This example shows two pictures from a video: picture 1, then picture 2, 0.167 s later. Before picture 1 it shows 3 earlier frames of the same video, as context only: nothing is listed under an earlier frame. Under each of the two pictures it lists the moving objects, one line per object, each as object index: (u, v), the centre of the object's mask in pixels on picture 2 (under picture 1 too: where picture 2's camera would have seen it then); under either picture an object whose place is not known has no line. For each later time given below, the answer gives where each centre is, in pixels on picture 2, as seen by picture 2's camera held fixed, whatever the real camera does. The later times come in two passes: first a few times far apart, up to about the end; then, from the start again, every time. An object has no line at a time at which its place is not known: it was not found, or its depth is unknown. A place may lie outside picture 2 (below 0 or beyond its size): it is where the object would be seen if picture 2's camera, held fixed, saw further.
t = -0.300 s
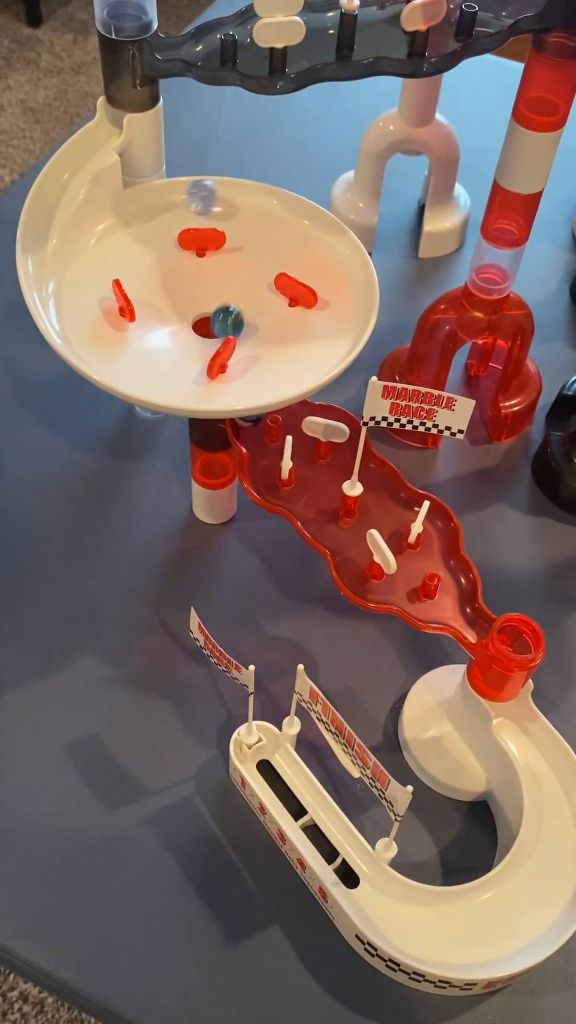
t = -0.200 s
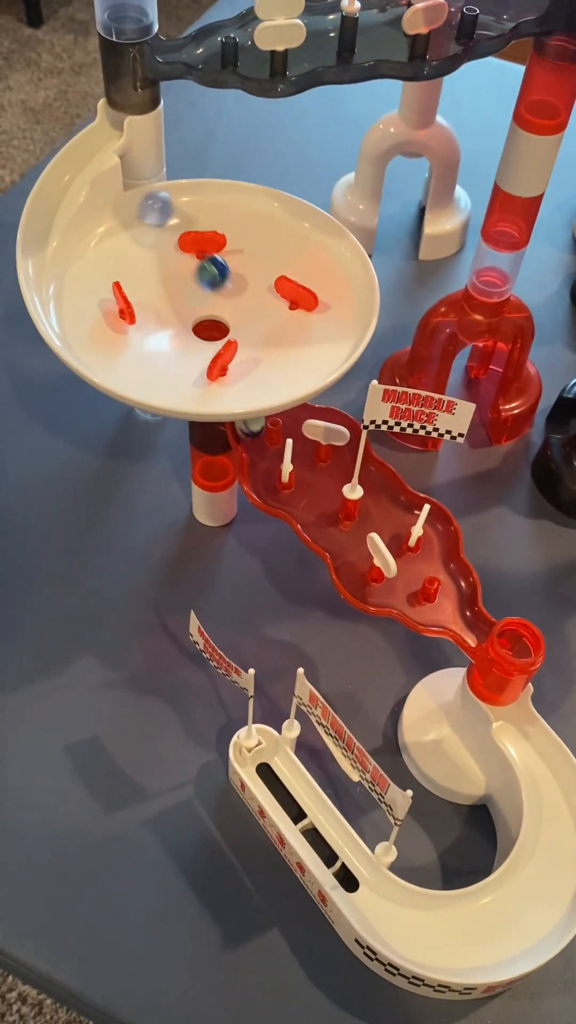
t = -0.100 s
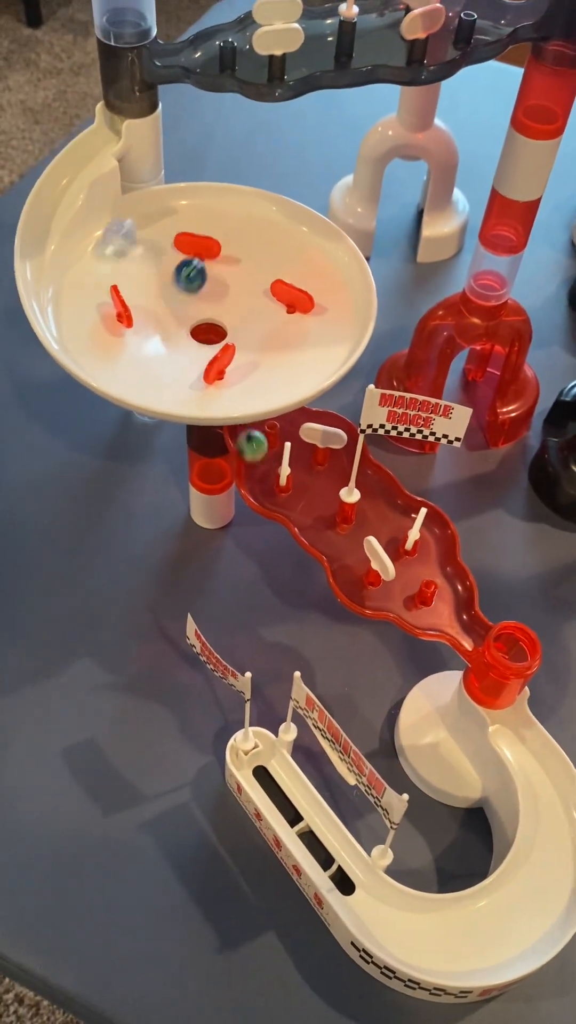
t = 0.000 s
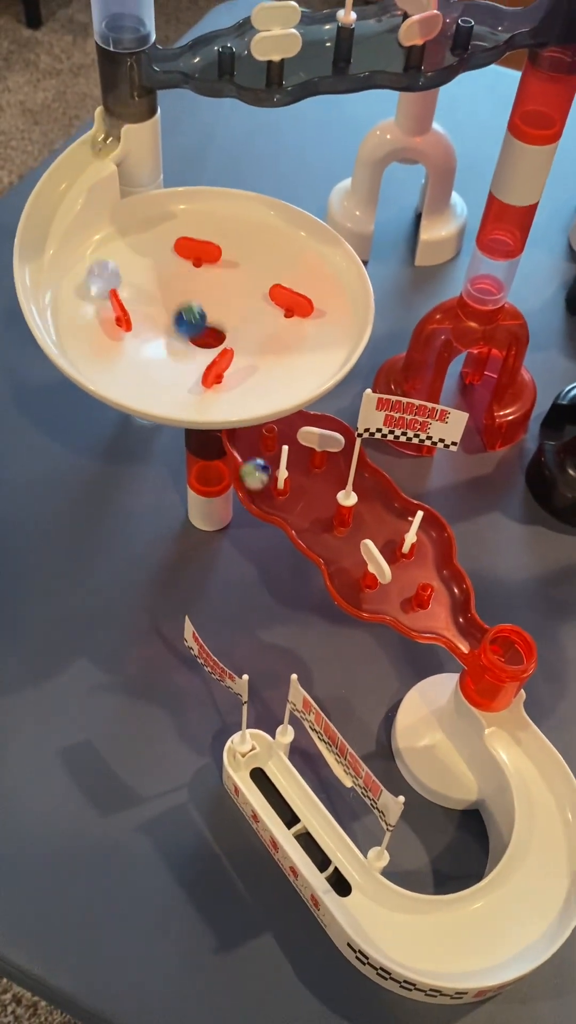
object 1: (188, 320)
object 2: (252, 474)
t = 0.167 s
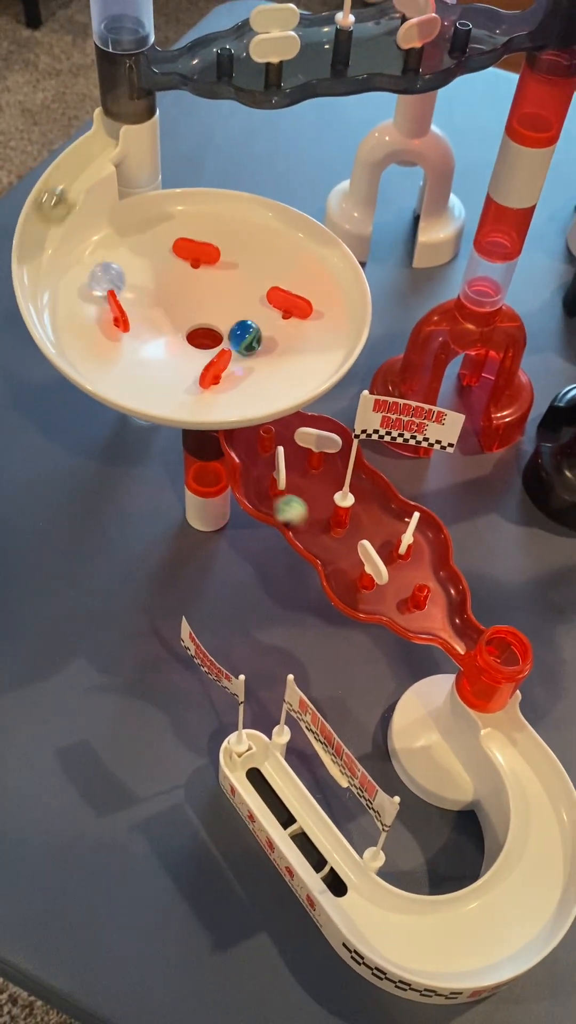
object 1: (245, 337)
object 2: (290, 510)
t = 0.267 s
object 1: (244, 324)
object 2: (340, 536)
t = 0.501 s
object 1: (225, 335)
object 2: (403, 516)
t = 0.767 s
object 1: (221, 317)
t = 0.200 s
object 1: (248, 334)
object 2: (305, 517)
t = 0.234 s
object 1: (248, 329)
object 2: (324, 527)
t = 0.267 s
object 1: (244, 324)
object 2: (340, 536)
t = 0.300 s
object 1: (234, 319)
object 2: (352, 533)
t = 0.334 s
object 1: (223, 315)
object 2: (362, 527)
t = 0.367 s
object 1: (236, 320)
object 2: (374, 526)
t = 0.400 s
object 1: (240, 326)
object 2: (387, 524)
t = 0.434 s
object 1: (237, 330)
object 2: (393, 516)
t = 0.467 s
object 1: (228, 332)
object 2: (399, 515)
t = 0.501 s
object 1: (225, 335)
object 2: (403, 516)
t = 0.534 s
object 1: (220, 336)
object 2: (410, 517)
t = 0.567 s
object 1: (213, 338)
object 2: (431, 527)
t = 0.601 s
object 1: (205, 336)
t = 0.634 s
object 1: (198, 330)
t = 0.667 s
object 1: (200, 320)
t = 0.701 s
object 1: (211, 315)
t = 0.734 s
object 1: (219, 313)
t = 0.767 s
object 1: (221, 317)
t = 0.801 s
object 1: (218, 323)
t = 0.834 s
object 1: (210, 331)
